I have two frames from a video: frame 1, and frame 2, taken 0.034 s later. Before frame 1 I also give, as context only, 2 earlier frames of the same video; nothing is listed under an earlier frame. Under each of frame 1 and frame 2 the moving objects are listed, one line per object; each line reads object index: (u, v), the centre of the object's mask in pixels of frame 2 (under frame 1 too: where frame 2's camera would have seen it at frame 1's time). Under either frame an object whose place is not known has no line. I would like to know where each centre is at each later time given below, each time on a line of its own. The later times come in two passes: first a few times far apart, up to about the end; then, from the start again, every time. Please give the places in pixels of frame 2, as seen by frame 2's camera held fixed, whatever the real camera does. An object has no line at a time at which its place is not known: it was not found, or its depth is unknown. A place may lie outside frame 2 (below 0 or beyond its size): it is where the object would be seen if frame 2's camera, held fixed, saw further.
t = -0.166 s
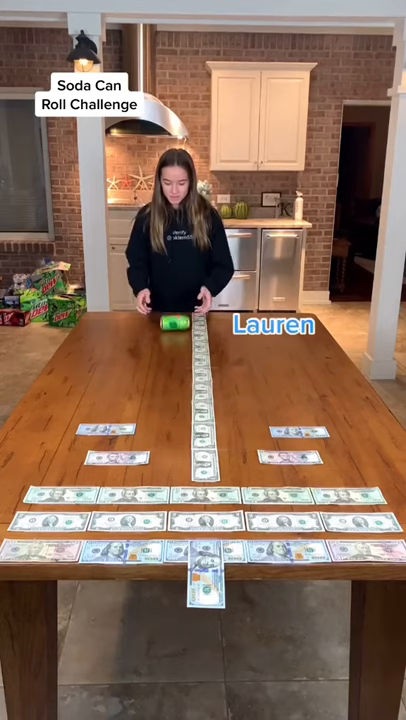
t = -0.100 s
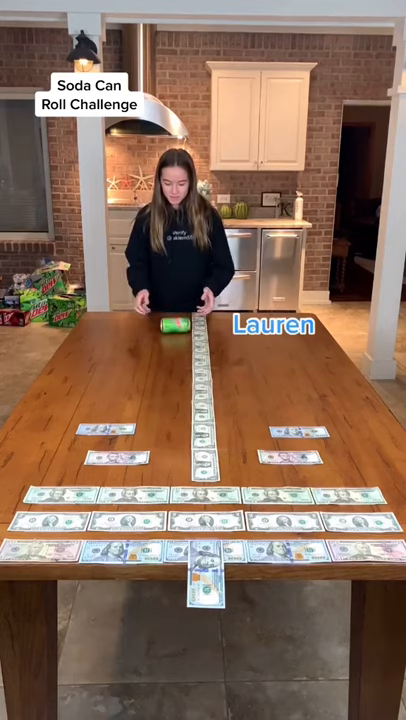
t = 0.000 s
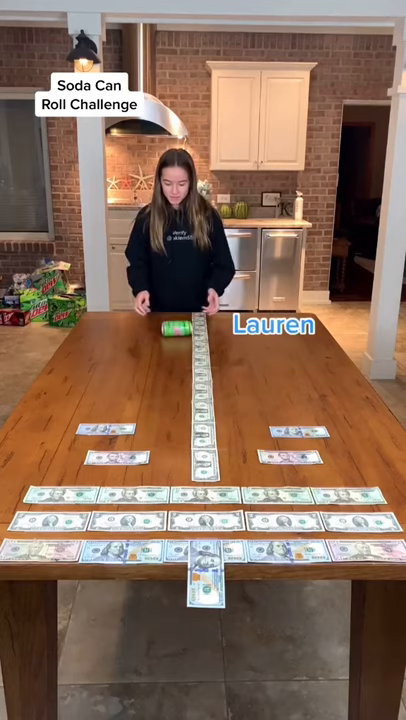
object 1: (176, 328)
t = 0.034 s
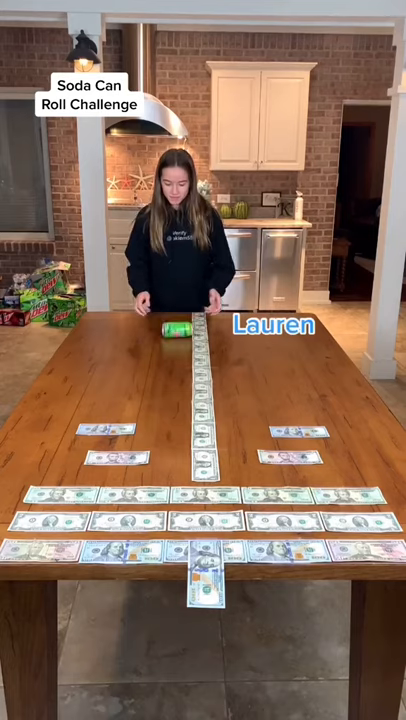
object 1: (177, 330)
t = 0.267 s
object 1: (180, 338)
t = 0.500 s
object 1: (184, 346)
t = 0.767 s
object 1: (190, 357)
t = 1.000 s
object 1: (195, 366)
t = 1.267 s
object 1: (200, 377)
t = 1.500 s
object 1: (205, 386)
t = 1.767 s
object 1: (211, 397)
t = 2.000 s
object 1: (216, 406)
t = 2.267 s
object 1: (224, 418)
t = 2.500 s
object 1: (230, 429)
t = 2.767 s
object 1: (237, 442)
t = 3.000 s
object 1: (241, 454)
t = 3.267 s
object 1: (248, 468)
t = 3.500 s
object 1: (255, 481)
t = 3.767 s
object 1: (262, 495)
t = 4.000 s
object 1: (267, 506)
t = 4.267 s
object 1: (274, 519)
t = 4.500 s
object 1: (279, 530)
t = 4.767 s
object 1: (285, 543)
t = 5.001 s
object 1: (290, 581)
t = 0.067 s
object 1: (177, 331)
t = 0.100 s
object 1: (178, 332)
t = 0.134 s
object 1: (178, 333)
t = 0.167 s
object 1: (178, 334)
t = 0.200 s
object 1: (179, 336)
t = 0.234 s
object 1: (179, 337)
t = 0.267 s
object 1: (180, 338)
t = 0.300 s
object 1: (180, 339)
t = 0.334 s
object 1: (181, 341)
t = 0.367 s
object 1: (182, 342)
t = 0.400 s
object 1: (182, 343)
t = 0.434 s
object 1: (183, 344)
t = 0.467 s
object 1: (184, 345)
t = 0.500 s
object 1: (184, 346)
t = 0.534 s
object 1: (185, 348)
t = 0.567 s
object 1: (186, 349)
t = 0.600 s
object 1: (186, 350)
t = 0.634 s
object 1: (187, 352)
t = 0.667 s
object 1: (187, 353)
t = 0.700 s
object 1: (188, 354)
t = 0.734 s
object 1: (190, 355)
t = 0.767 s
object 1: (190, 357)
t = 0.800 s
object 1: (190, 358)
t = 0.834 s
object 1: (191, 359)
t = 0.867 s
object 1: (192, 361)
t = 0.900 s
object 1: (193, 362)
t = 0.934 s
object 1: (193, 363)
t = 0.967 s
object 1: (194, 365)
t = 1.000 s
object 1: (195, 366)
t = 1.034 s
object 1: (195, 367)
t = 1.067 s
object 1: (196, 369)
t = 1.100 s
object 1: (196, 370)
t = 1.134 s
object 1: (197, 371)
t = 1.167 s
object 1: (198, 372)
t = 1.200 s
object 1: (198, 374)
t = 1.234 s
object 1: (199, 375)
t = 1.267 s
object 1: (200, 377)
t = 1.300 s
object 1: (201, 378)
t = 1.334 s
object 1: (202, 379)
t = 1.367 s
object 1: (202, 381)
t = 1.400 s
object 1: (203, 382)
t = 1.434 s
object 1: (204, 383)
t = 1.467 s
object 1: (204, 385)
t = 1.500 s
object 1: (205, 386)
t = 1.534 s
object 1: (206, 387)
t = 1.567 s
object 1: (207, 389)
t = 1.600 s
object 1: (207, 390)
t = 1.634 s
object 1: (208, 392)
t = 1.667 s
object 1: (209, 393)
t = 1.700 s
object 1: (210, 394)
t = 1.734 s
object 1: (210, 396)
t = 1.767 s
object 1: (211, 397)
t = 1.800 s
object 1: (212, 398)
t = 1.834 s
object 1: (213, 400)
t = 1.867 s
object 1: (214, 401)
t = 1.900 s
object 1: (214, 402)
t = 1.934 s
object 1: (214, 404)
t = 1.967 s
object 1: (215, 405)
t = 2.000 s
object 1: (216, 406)
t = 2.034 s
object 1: (216, 408)
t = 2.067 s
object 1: (216, 409)
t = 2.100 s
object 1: (219, 411)
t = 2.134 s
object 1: (220, 413)
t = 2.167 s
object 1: (221, 414)
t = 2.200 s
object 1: (221, 415)
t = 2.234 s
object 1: (222, 417)
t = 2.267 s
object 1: (224, 418)
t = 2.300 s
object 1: (225, 420)
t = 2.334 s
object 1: (226, 421)
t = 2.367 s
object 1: (226, 423)
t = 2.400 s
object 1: (226, 424)
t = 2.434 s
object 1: (227, 426)
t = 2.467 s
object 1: (229, 427)
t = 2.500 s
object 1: (230, 429)
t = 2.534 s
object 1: (230, 431)
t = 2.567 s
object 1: (231, 432)
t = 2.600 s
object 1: (231, 434)
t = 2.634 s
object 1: (232, 436)
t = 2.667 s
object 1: (233, 437)
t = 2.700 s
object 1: (234, 439)
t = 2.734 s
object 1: (234, 441)
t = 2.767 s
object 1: (237, 442)
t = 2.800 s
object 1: (238, 444)
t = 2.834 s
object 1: (238, 446)
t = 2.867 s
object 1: (238, 448)
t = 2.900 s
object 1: (239, 449)
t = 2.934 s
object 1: (240, 451)
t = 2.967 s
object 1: (240, 452)
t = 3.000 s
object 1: (241, 454)
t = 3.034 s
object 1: (242, 456)
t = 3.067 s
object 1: (243, 458)
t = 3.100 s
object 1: (244, 460)
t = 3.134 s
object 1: (244, 461)
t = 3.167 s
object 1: (245, 463)
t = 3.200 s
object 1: (246, 465)
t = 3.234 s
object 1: (247, 466)
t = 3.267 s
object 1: (248, 468)
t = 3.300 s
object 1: (249, 470)
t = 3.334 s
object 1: (250, 472)
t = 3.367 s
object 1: (251, 474)
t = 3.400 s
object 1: (252, 476)
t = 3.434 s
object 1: (253, 477)
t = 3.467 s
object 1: (254, 479)
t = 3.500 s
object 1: (255, 481)
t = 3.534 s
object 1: (256, 482)
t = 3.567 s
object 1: (257, 484)
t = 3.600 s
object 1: (257, 486)
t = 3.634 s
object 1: (258, 488)
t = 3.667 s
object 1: (259, 489)
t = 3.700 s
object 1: (260, 491)
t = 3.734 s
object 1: (261, 493)
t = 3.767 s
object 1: (262, 495)
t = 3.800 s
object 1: (263, 497)
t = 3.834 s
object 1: (264, 499)
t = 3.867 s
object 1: (265, 500)
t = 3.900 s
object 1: (265, 502)
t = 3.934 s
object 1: (266, 503)
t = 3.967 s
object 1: (266, 505)
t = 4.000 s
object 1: (267, 506)
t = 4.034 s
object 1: (268, 507)
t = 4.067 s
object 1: (269, 510)
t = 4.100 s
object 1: (269, 511)
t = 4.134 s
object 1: (271, 513)
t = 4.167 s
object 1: (272, 514)
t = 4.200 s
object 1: (272, 516)
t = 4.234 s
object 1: (273, 517)
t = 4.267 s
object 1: (274, 519)
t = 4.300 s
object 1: (274, 521)
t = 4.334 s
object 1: (275, 523)
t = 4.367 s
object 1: (276, 524)
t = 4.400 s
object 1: (277, 526)
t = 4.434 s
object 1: (278, 527)
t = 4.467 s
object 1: (279, 529)
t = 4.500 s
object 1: (279, 530)
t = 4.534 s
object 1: (280, 532)
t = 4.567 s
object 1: (280, 533)
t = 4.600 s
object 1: (282, 535)
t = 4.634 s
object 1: (282, 537)
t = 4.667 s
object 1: (283, 539)
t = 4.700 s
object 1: (284, 540)
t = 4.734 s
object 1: (285, 542)
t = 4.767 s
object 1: (285, 543)
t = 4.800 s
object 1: (287, 545)
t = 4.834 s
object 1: (287, 547)
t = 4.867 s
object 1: (288, 549)
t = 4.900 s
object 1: (288, 553)
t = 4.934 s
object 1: (290, 558)
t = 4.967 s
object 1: (290, 567)
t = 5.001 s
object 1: (290, 581)
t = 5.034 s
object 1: (290, 599)
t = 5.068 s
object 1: (290, 621)
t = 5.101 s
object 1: (289, 647)
